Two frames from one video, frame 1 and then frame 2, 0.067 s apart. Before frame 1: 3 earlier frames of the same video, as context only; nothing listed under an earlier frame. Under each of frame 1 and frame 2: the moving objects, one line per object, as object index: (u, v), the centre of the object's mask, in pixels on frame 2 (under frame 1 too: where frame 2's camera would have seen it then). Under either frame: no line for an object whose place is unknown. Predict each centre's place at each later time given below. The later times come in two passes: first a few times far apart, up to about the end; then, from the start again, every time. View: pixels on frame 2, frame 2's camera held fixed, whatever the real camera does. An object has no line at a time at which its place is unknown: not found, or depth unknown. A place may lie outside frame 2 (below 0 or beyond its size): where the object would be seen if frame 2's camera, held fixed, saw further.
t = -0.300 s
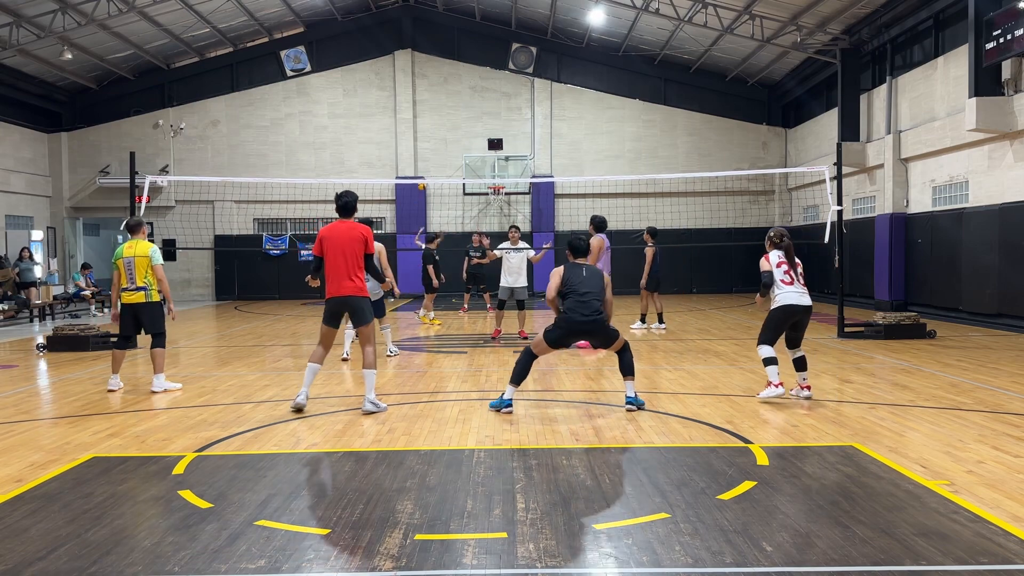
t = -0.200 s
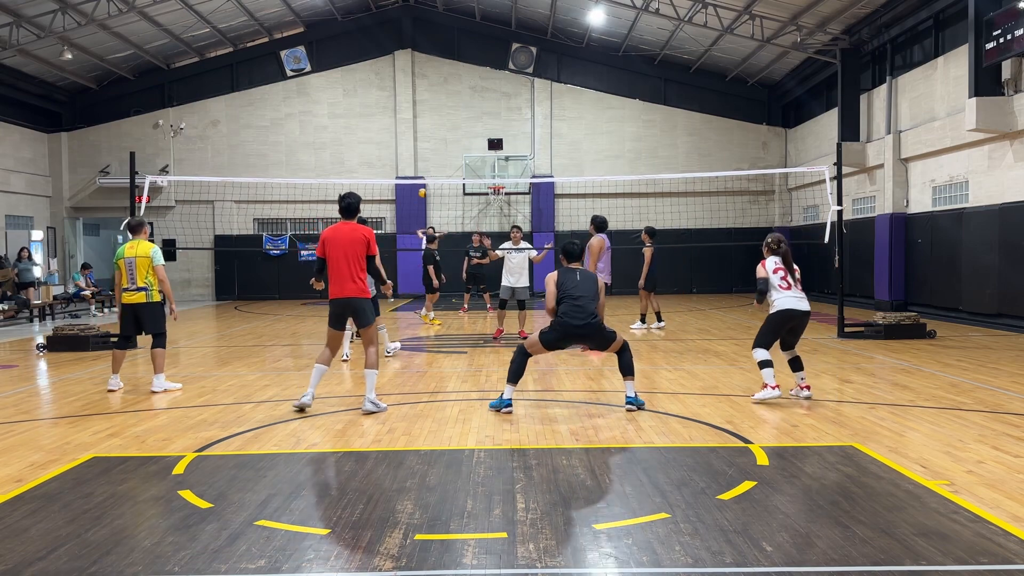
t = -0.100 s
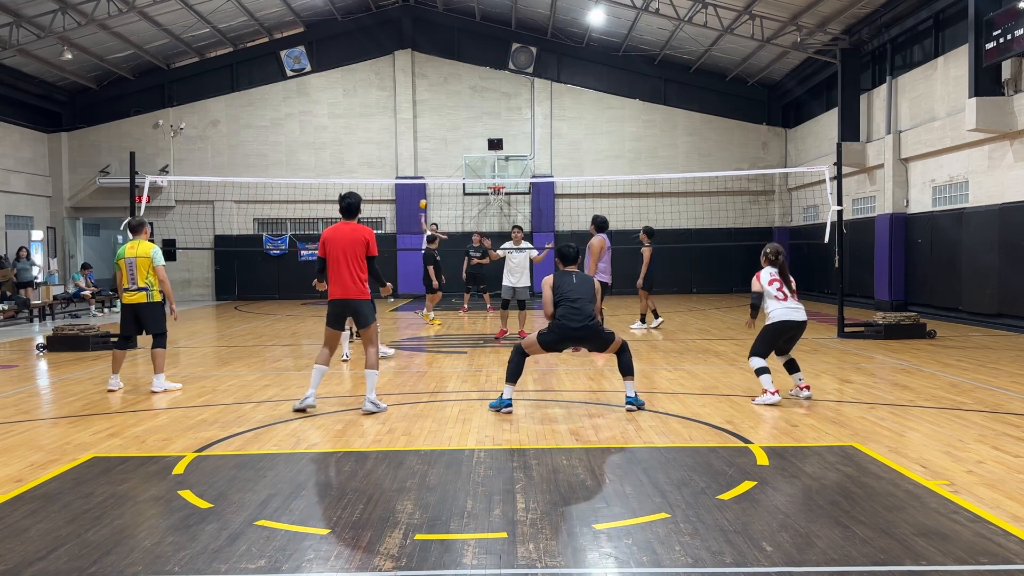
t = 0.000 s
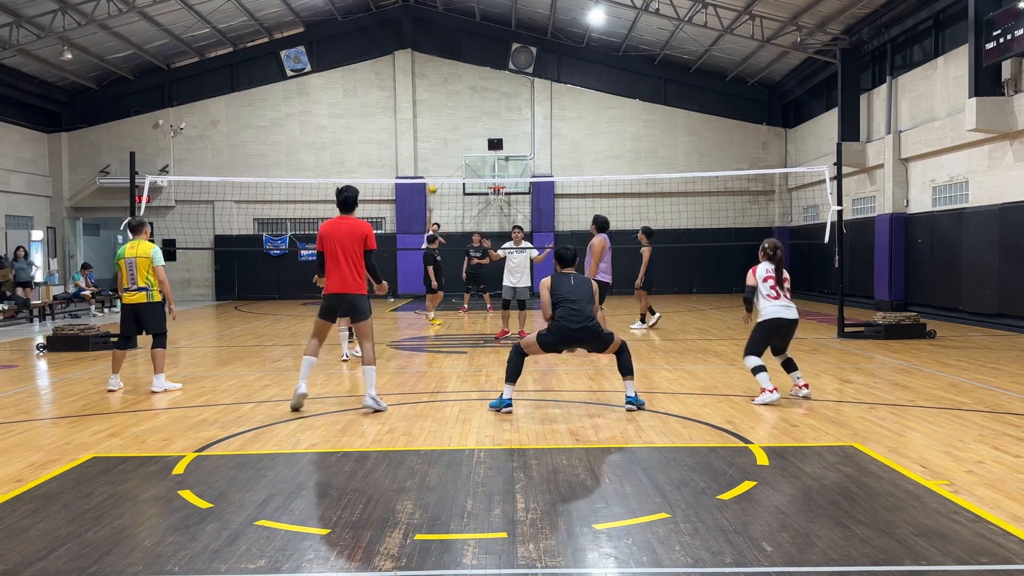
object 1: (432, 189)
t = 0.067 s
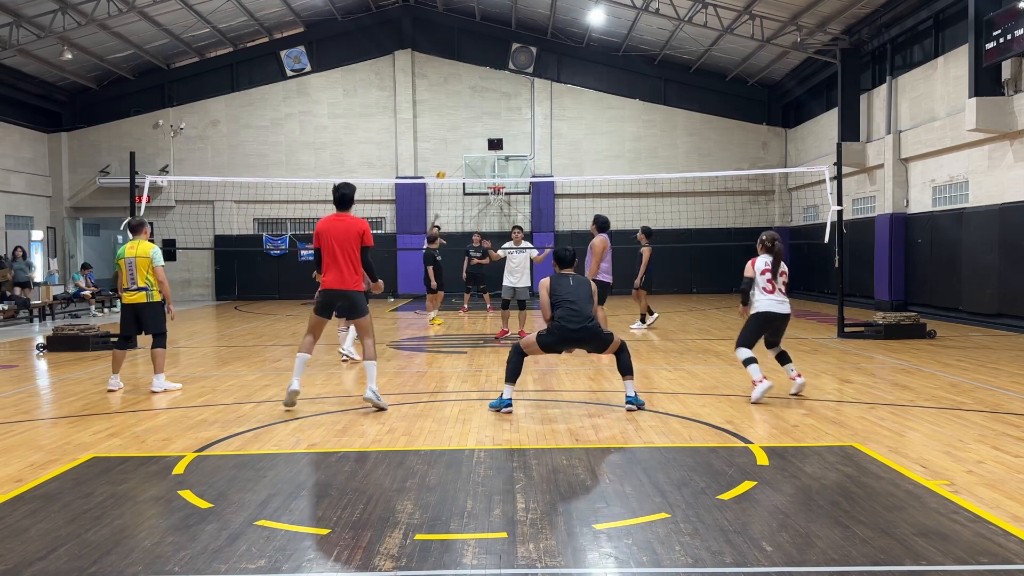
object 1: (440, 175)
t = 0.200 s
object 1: (460, 147)
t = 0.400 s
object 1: (494, 112)
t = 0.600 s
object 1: (539, 93)
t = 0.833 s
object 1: (613, 104)
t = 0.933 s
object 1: (658, 126)
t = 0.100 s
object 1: (445, 167)
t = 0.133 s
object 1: (449, 160)
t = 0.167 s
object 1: (454, 154)
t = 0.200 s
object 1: (460, 147)
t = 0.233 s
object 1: (464, 140)
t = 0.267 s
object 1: (470, 134)
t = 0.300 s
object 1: (476, 129)
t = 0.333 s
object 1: (482, 122)
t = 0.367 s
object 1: (488, 117)
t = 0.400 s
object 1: (494, 112)
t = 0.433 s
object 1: (501, 108)
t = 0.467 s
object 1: (508, 104)
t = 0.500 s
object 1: (515, 100)
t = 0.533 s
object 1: (523, 98)
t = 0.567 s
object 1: (531, 96)
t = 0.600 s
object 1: (539, 93)
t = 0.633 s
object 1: (548, 92)
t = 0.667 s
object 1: (557, 91)
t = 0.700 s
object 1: (567, 93)
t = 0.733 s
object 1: (578, 94)
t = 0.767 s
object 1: (589, 96)
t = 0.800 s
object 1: (601, 100)
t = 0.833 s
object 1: (613, 104)
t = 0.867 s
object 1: (628, 110)
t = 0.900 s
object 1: (642, 117)
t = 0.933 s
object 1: (658, 126)
